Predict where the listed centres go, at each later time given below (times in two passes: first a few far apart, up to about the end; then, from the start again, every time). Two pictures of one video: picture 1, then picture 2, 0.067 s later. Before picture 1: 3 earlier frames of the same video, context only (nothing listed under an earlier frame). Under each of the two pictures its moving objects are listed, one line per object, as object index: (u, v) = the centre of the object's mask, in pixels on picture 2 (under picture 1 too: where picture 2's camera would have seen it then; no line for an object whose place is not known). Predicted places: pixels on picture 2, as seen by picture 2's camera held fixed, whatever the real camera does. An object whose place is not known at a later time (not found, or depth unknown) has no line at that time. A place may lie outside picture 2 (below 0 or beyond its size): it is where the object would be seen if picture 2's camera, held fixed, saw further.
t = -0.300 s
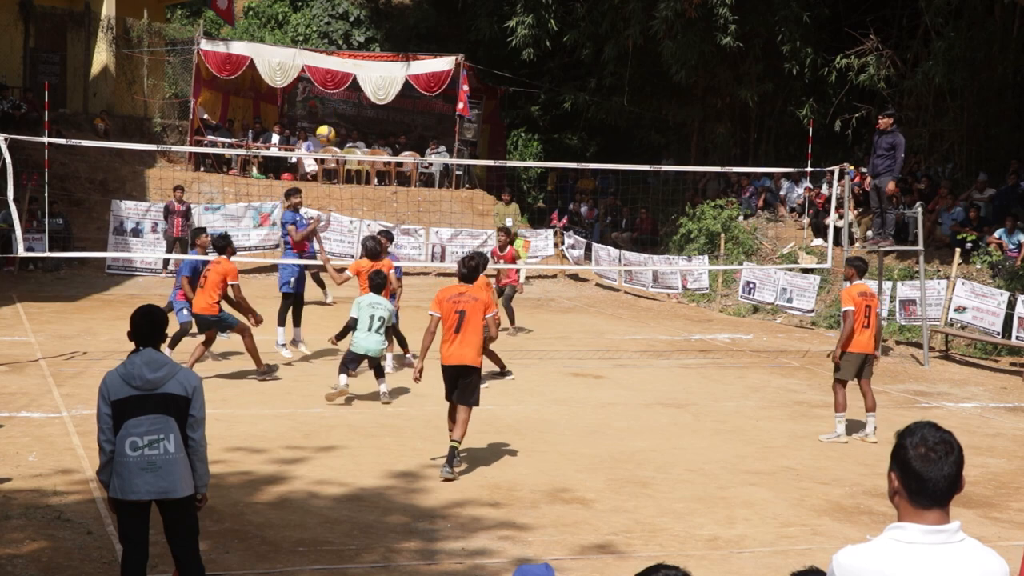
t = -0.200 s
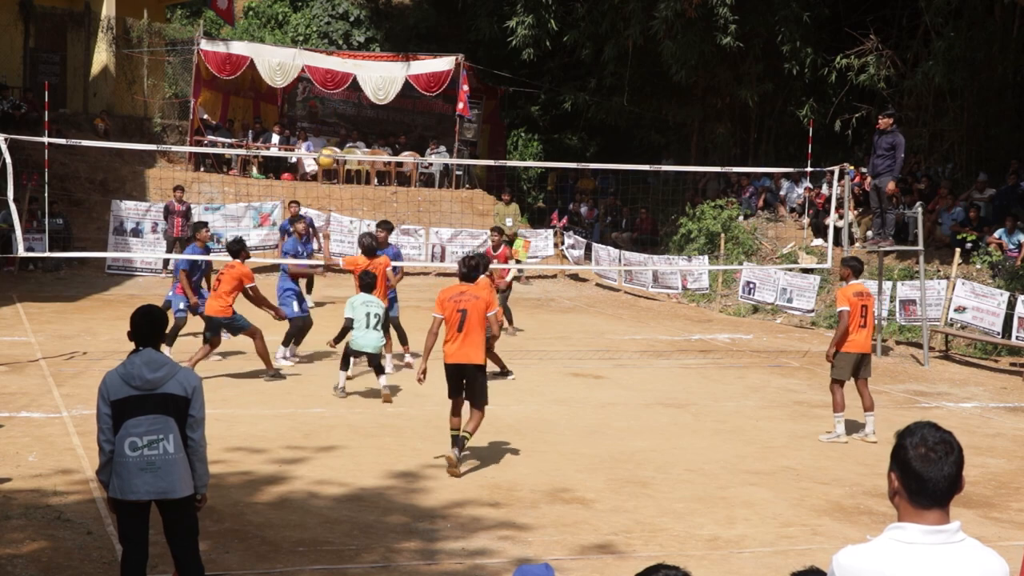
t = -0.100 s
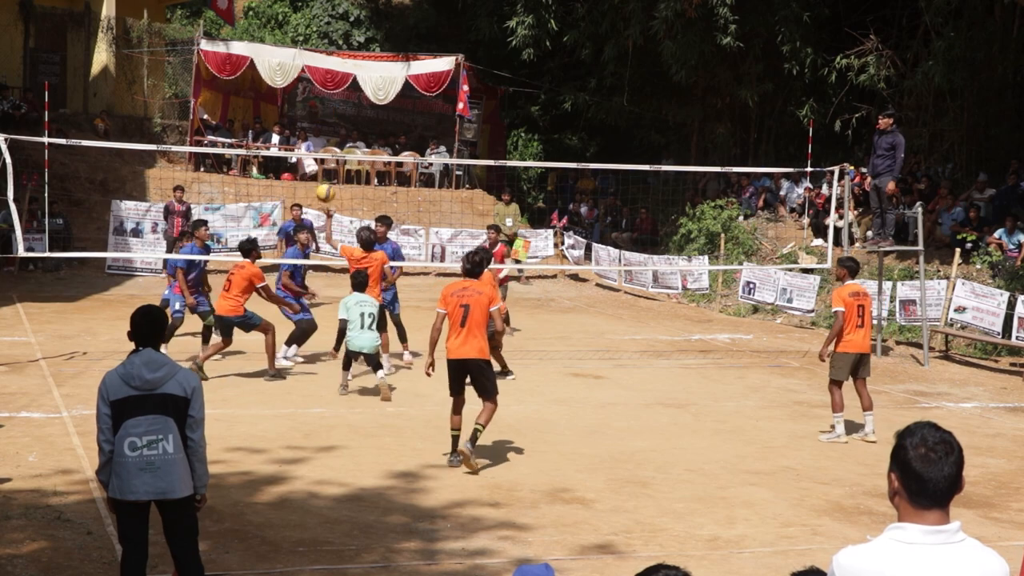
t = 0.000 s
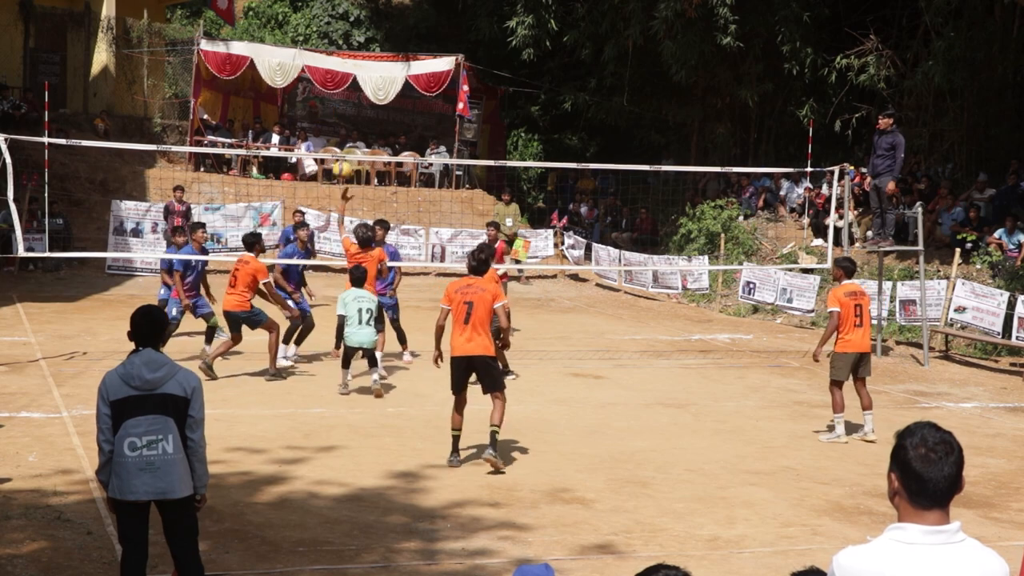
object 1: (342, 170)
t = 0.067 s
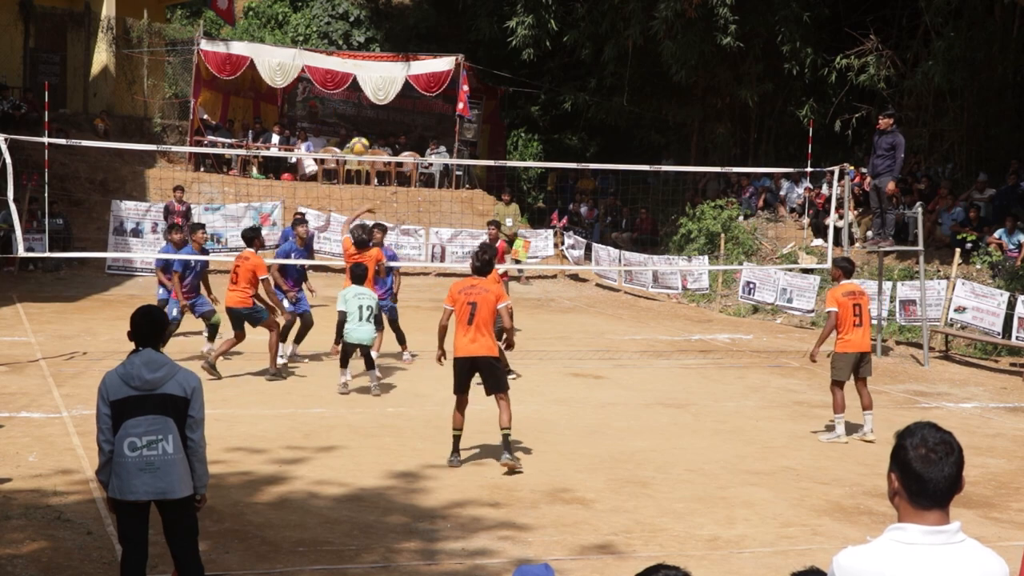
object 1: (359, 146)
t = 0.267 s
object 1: (409, 99)
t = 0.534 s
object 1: (475, 93)
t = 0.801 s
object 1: (538, 156)
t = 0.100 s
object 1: (367, 135)
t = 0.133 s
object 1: (376, 127)
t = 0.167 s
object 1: (384, 118)
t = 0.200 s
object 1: (393, 111)
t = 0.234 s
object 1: (401, 104)
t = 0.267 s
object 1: (409, 99)
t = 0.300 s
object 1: (417, 95)
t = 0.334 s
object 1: (425, 91)
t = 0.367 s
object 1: (434, 89)
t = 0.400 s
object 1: (442, 88)
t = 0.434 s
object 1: (450, 87)
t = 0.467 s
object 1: (458, 88)
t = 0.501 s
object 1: (467, 90)
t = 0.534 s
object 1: (475, 93)
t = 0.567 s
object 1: (483, 97)
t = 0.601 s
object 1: (491, 102)
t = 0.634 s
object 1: (499, 109)
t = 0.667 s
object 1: (507, 116)
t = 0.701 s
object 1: (515, 124)
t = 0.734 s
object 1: (522, 134)
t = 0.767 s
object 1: (530, 143)
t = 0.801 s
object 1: (538, 156)
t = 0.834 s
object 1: (545, 169)
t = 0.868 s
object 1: (553, 182)
